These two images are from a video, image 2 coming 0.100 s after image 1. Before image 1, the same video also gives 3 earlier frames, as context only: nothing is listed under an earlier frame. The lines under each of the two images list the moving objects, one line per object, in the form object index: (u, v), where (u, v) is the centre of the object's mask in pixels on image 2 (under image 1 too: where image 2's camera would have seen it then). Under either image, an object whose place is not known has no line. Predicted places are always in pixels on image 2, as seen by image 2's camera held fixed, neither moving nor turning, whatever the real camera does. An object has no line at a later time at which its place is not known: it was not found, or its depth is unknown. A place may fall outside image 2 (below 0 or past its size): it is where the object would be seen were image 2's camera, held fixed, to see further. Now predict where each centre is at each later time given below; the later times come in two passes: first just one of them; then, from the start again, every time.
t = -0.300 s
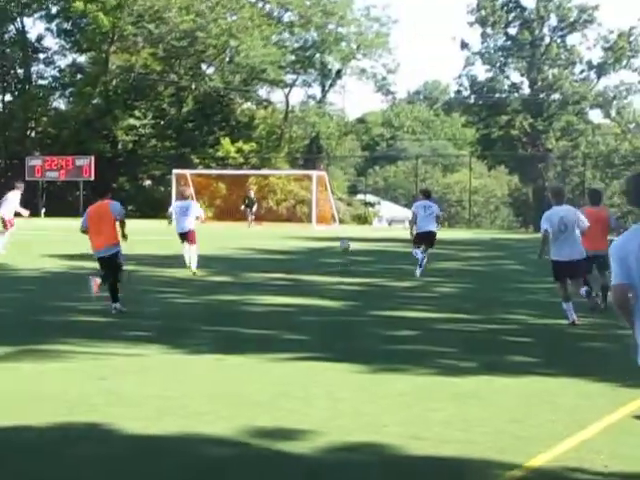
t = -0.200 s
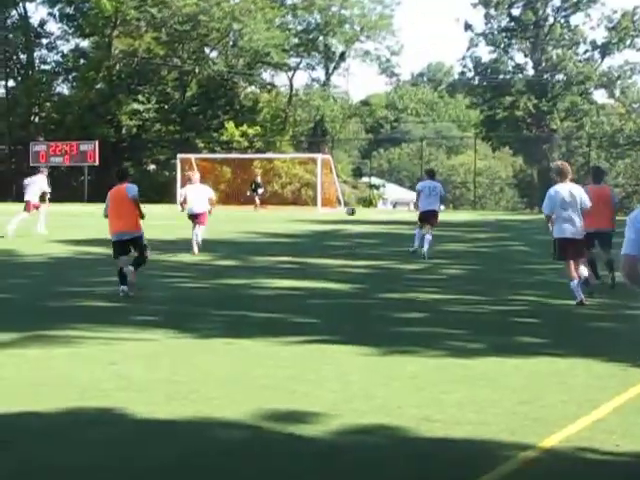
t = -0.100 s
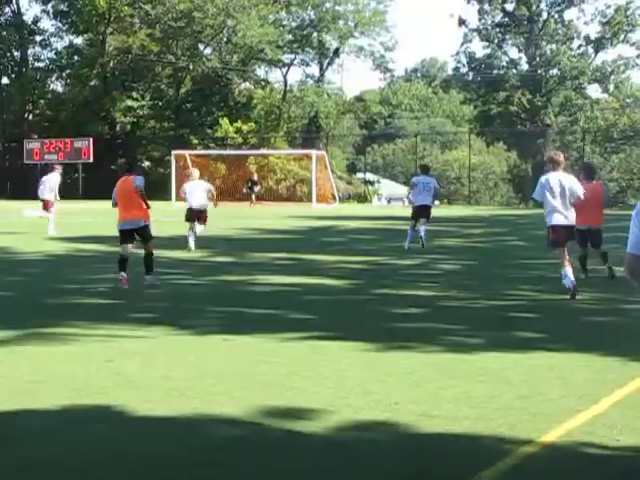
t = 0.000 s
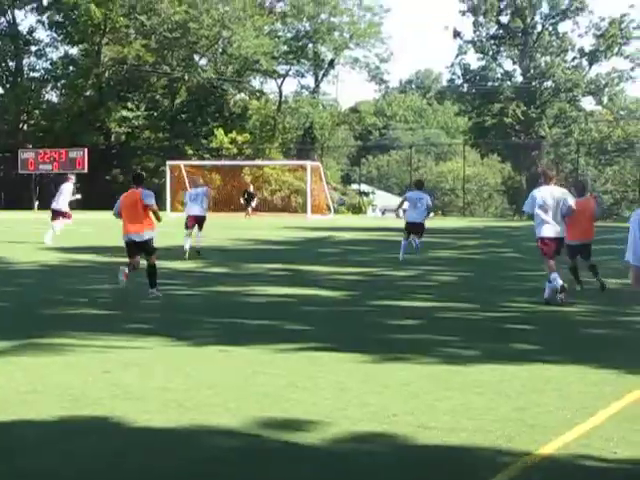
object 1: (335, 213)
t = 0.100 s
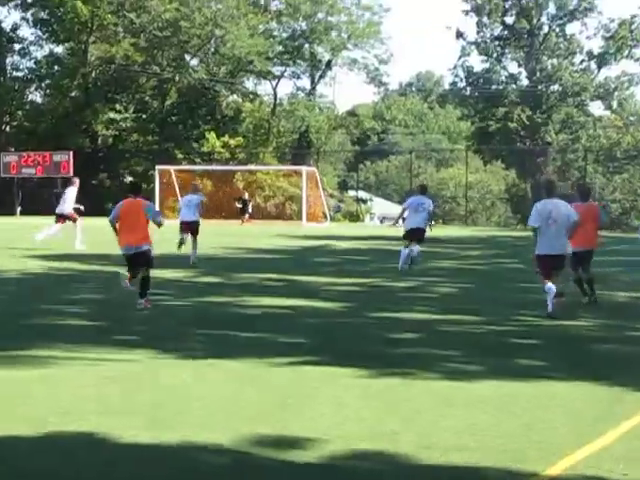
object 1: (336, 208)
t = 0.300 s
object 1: (336, 224)
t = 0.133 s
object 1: (338, 208)
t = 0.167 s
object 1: (338, 209)
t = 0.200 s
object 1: (337, 213)
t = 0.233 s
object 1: (336, 217)
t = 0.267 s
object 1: (337, 220)
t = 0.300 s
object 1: (336, 224)
